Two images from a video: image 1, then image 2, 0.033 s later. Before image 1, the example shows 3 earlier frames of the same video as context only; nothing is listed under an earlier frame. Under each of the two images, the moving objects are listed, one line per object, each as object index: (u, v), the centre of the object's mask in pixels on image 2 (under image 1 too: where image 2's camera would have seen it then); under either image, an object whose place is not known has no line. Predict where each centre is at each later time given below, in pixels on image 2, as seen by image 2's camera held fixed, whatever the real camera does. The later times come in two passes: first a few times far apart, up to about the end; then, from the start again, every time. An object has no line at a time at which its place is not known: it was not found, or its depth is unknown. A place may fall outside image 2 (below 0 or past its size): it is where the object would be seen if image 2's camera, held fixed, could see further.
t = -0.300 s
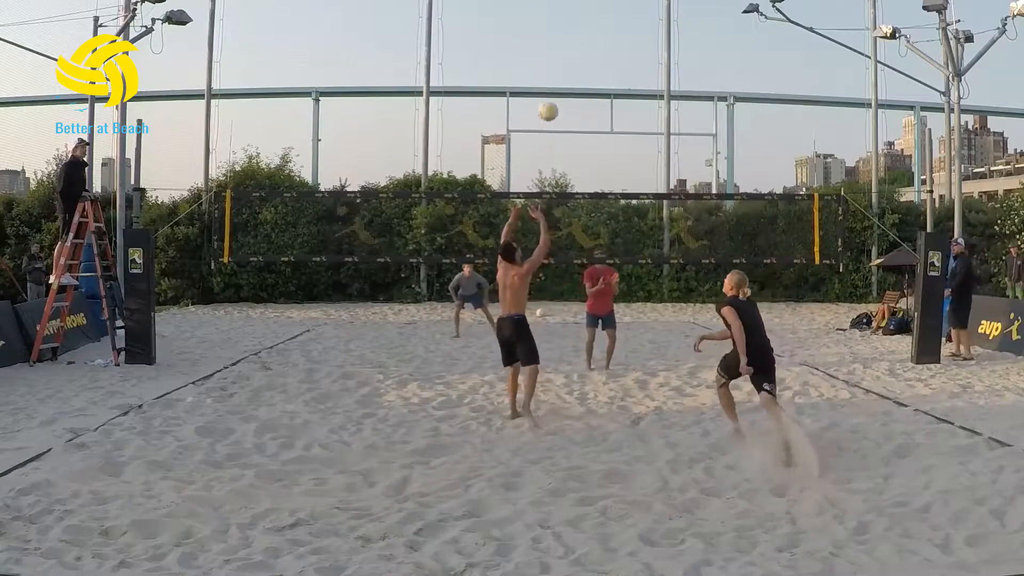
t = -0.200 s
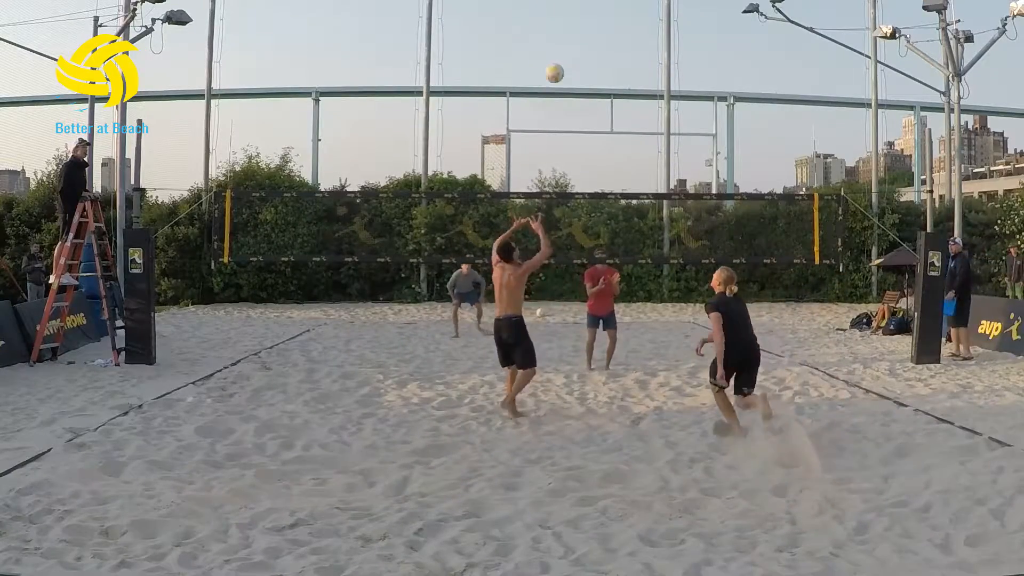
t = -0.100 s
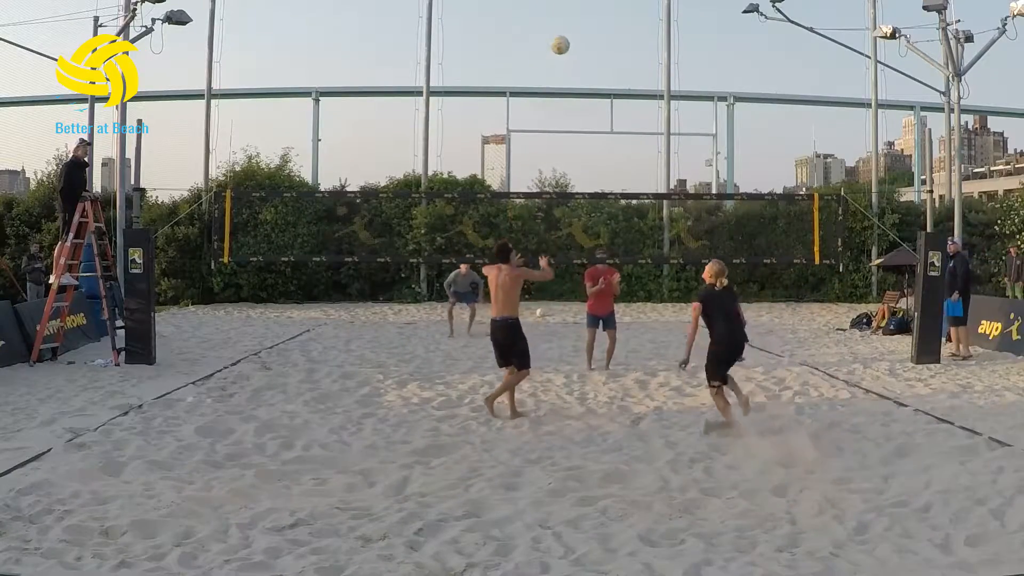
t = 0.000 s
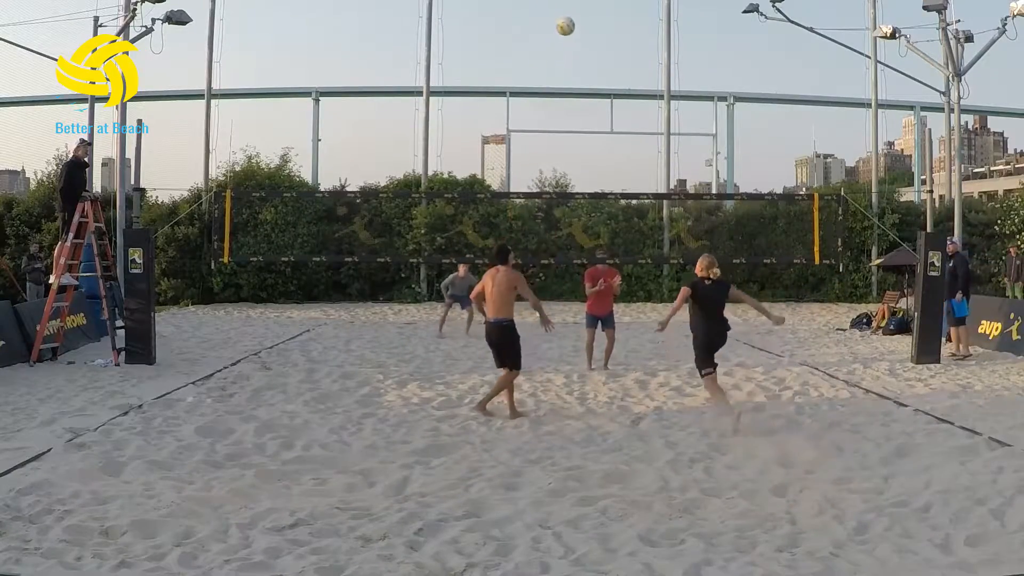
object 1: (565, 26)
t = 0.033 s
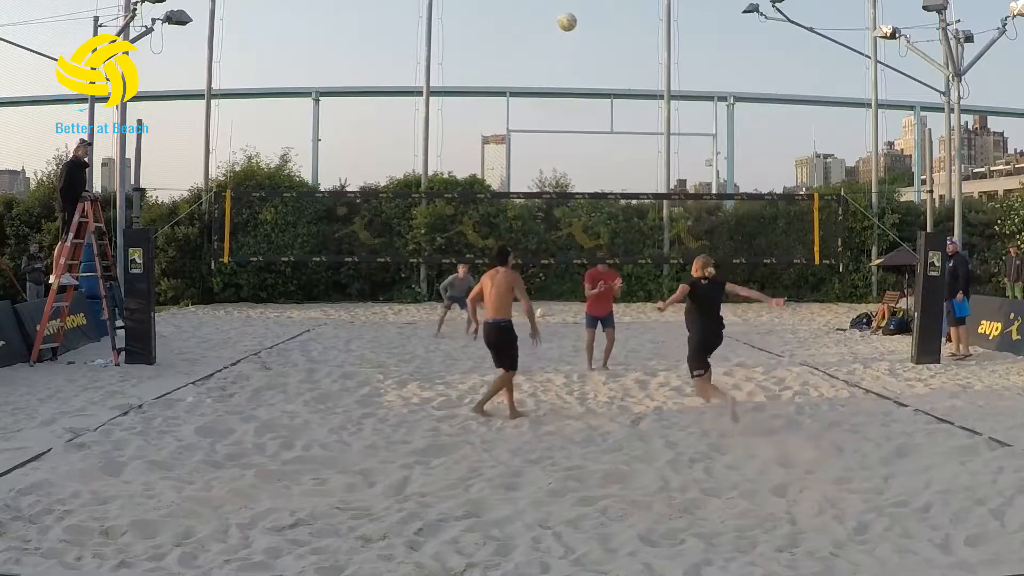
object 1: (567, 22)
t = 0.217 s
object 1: (576, 15)
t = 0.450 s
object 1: (587, 47)
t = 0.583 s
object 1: (592, 83)
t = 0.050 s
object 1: (568, 20)
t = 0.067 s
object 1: (569, 18)
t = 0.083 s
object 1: (570, 17)
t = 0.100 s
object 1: (571, 17)
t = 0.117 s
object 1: (572, 16)
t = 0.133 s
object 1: (573, 15)
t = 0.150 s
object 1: (573, 14)
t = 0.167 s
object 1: (574, 14)
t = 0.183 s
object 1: (575, 14)
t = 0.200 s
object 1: (576, 15)
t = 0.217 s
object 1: (576, 15)
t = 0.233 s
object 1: (577, 16)
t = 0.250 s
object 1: (578, 17)
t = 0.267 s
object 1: (579, 19)
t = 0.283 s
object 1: (580, 20)
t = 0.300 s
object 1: (581, 22)
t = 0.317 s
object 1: (581, 24)
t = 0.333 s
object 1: (582, 26)
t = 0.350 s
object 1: (583, 28)
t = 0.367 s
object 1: (584, 31)
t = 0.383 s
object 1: (584, 33)
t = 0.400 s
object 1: (585, 36)
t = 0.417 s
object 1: (586, 39)
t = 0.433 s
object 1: (587, 43)
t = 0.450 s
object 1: (587, 47)
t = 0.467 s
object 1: (588, 51)
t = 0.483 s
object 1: (589, 55)
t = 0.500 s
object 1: (589, 59)
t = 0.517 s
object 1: (590, 63)
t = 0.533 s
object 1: (590, 68)
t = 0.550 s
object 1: (591, 73)
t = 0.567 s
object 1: (592, 78)
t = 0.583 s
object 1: (592, 83)
